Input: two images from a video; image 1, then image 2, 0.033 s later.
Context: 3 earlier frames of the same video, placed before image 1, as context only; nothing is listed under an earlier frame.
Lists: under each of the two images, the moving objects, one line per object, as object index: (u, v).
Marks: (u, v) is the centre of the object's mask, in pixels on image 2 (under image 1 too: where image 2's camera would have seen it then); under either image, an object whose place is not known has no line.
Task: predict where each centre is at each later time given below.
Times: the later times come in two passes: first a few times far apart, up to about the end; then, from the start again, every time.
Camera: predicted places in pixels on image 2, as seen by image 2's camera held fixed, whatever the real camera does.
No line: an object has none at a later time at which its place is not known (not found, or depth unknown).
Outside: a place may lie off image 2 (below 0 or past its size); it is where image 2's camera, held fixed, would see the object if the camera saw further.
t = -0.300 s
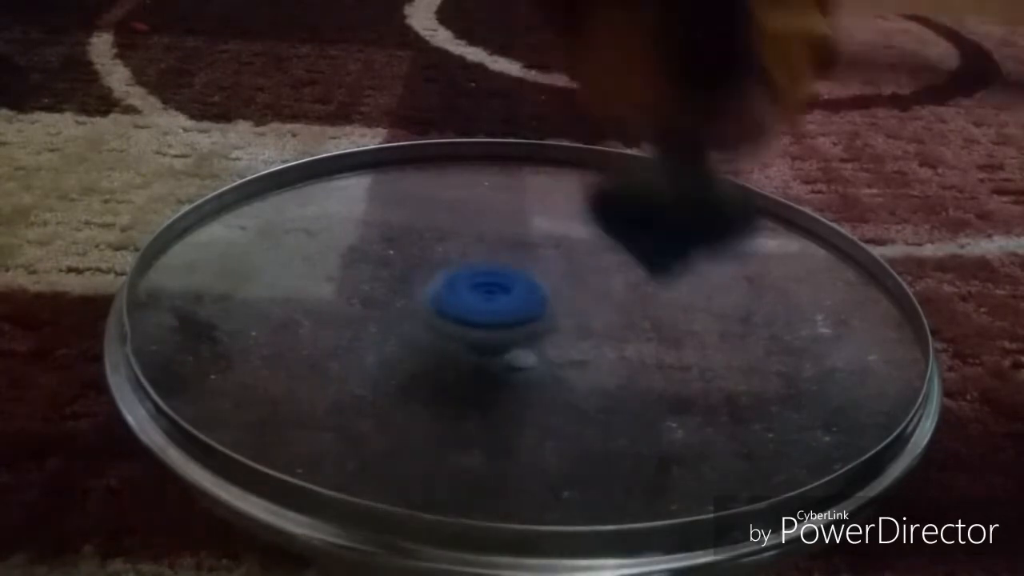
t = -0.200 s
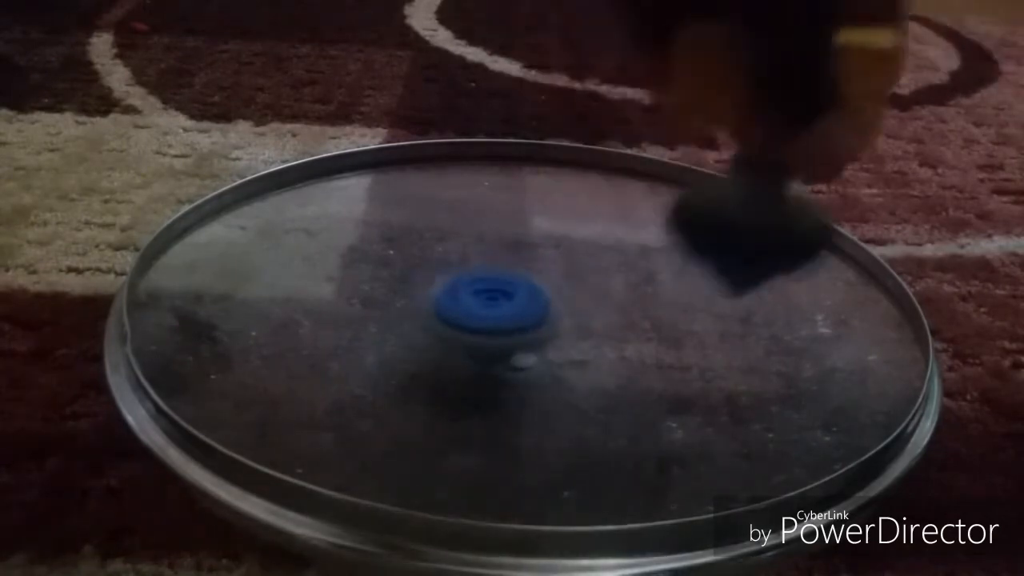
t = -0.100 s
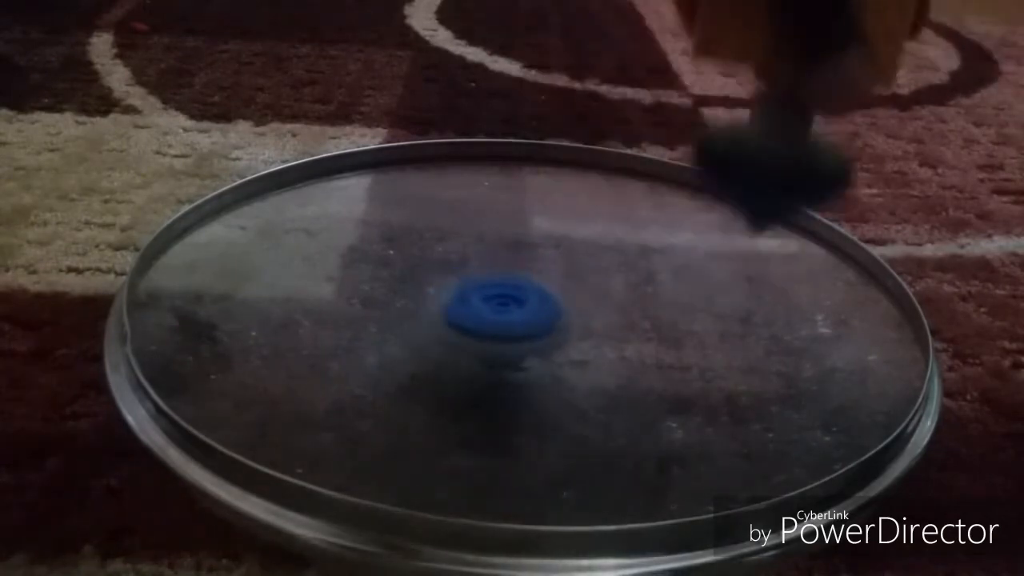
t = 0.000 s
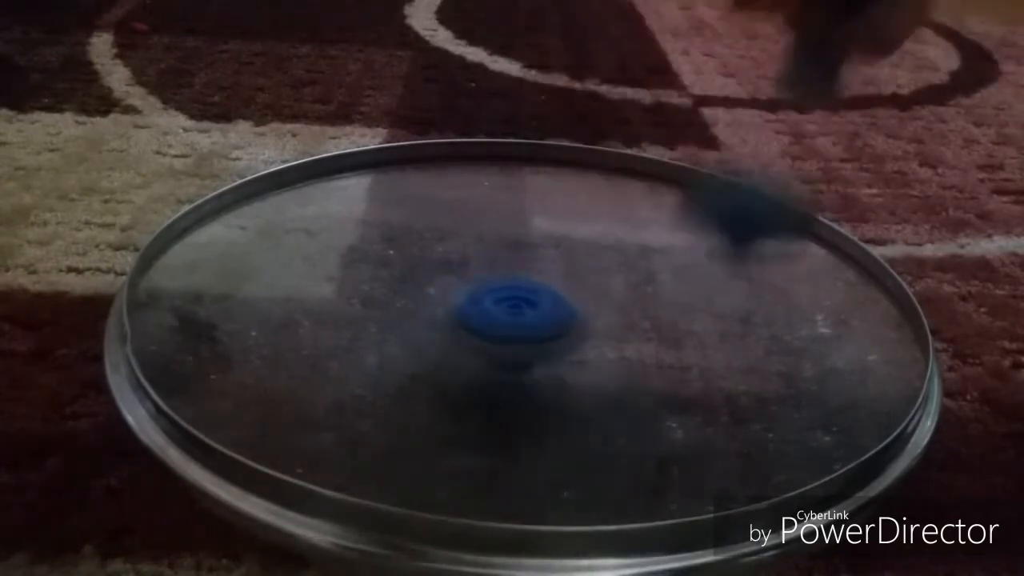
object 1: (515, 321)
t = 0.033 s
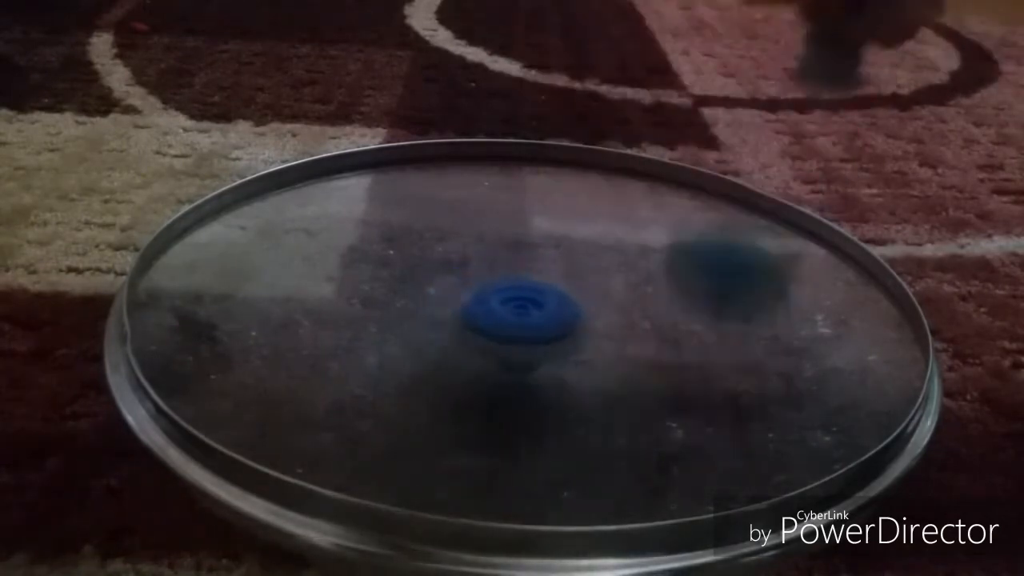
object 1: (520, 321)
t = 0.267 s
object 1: (527, 305)
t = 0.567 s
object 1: (517, 303)
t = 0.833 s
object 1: (536, 306)
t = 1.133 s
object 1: (535, 306)
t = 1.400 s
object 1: (528, 311)
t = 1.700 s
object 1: (529, 310)
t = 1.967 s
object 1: (523, 308)
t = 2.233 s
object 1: (519, 308)
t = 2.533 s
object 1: (520, 306)
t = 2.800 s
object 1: (528, 310)
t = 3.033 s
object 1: (530, 312)
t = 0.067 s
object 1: (527, 322)
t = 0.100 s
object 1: (532, 321)
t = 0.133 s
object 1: (536, 321)
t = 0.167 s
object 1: (537, 317)
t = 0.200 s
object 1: (539, 313)
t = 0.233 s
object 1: (533, 308)
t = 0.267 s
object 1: (527, 305)
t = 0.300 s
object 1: (517, 302)
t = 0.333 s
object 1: (512, 304)
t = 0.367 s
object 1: (510, 306)
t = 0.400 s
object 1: (509, 307)
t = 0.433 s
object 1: (511, 307)
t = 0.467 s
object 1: (512, 305)
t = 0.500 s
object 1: (512, 304)
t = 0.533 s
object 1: (516, 304)
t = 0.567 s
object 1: (517, 303)
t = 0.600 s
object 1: (518, 304)
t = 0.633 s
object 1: (525, 303)
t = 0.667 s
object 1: (528, 304)
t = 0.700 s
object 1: (529, 306)
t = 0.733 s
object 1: (531, 306)
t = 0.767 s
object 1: (531, 306)
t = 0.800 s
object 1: (535, 306)
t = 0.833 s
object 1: (536, 306)
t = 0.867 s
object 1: (535, 307)
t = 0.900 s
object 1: (528, 308)
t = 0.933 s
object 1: (530, 308)
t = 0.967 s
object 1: (529, 308)
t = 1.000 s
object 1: (530, 306)
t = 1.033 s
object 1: (529, 307)
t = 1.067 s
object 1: (530, 306)
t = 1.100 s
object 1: (534, 305)
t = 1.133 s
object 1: (535, 306)
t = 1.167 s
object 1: (537, 307)
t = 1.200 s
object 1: (530, 307)
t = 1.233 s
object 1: (526, 309)
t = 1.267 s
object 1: (523, 310)
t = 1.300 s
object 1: (524, 309)
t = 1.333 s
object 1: (527, 308)
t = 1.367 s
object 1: (529, 309)
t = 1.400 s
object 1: (528, 311)
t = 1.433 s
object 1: (530, 310)
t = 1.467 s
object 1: (530, 311)
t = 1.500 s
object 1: (528, 313)
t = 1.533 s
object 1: (525, 312)
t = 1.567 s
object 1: (525, 309)
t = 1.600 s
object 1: (526, 309)
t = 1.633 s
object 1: (526, 309)
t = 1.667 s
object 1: (527, 309)
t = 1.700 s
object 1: (529, 310)
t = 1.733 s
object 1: (531, 308)
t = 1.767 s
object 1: (531, 310)
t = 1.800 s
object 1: (531, 308)
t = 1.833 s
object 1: (525, 308)
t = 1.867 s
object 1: (524, 308)
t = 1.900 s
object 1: (524, 307)
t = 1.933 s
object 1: (523, 307)
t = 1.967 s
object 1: (523, 308)
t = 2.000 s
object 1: (523, 307)
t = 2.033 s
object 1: (522, 308)
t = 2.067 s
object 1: (521, 308)
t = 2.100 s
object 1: (521, 308)
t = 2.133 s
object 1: (521, 308)
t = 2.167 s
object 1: (520, 308)
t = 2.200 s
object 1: (520, 308)
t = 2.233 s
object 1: (519, 308)
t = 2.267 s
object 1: (520, 307)
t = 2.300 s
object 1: (519, 304)
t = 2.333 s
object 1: (516, 305)
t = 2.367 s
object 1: (515, 306)
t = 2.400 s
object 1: (517, 306)
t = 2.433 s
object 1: (517, 308)
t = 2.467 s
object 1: (519, 307)
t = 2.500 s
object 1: (519, 307)
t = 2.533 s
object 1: (520, 306)
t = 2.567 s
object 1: (523, 306)
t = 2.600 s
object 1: (525, 306)
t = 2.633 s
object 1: (529, 307)
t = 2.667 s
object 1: (534, 306)
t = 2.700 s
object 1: (534, 306)
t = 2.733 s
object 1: (533, 308)
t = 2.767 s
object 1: (533, 309)
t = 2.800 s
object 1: (528, 310)
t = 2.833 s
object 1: (527, 308)
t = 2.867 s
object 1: (526, 309)
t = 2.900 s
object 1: (524, 308)
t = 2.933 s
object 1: (529, 308)
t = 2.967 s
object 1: (530, 303)
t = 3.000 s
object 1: (529, 309)
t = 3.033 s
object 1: (530, 312)
